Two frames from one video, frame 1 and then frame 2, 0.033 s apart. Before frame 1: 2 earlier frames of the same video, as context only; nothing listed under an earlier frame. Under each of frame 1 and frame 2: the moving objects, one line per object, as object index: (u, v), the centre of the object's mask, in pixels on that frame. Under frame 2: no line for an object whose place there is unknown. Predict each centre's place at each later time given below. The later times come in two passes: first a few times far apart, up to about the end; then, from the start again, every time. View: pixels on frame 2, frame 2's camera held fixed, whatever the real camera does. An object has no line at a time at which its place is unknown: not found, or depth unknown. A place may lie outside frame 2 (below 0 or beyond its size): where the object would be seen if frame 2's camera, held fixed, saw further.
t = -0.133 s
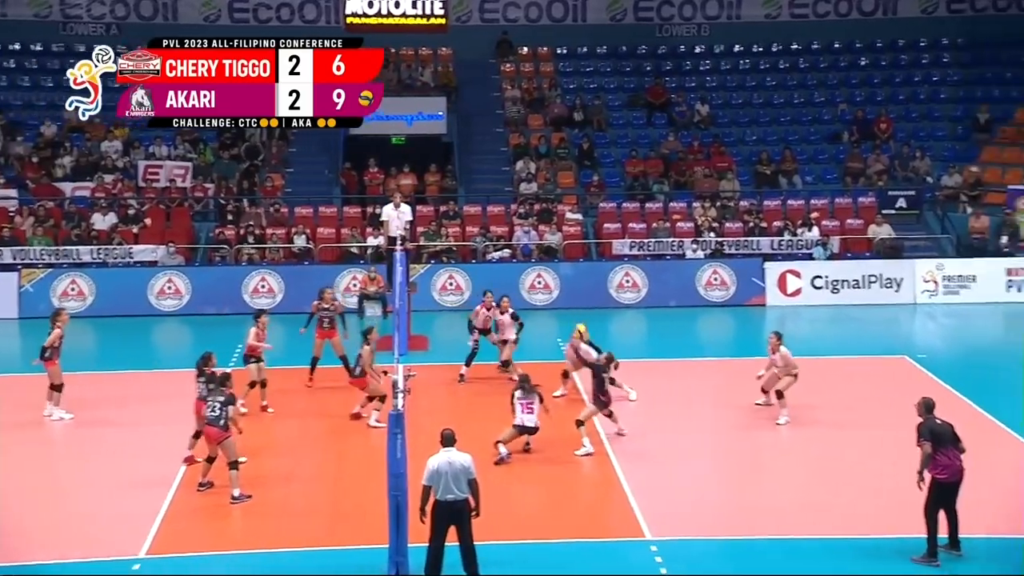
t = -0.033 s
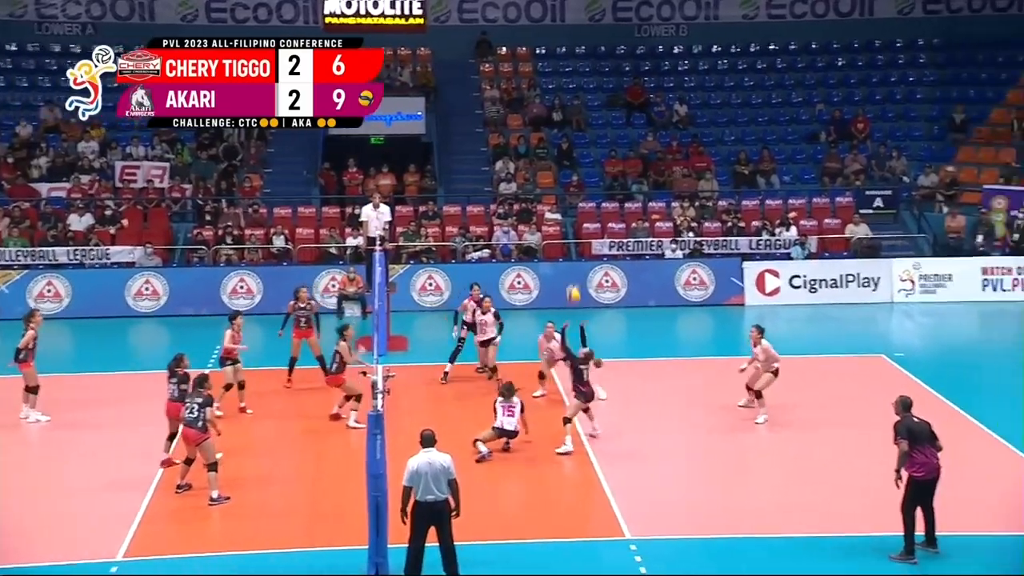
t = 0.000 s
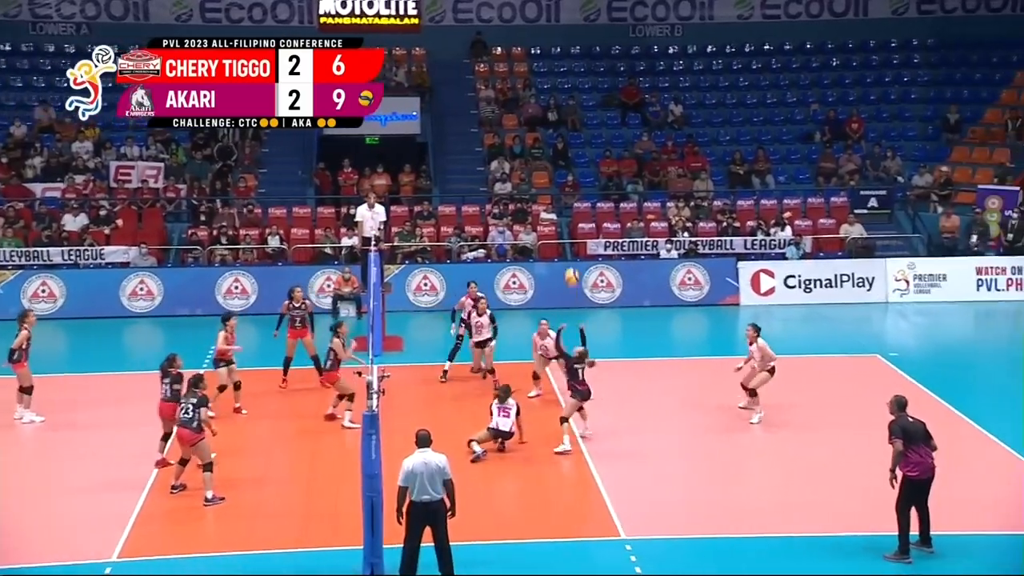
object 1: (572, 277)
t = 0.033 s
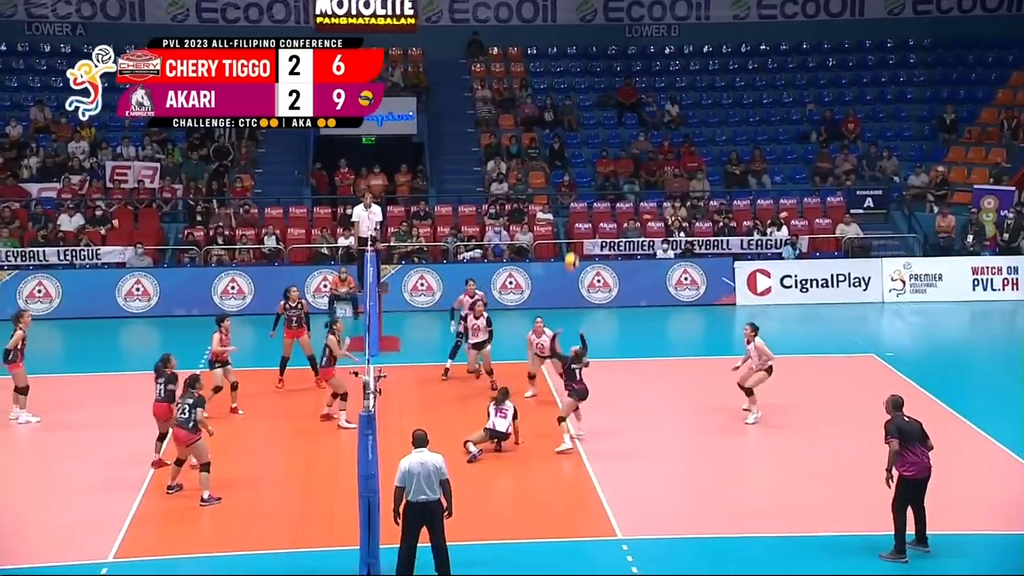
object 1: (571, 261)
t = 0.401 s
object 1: (607, 139)
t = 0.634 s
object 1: (629, 109)
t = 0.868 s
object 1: (652, 118)
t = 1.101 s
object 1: (673, 164)
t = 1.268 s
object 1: (687, 220)
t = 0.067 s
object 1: (574, 246)
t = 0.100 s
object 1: (577, 231)
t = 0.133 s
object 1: (582, 218)
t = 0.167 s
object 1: (584, 206)
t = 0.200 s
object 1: (588, 194)
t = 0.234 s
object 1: (591, 183)
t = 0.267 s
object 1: (594, 172)
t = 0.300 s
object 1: (597, 163)
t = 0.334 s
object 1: (600, 155)
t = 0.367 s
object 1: (603, 146)
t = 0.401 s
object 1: (607, 139)
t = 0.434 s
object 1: (610, 132)
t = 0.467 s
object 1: (613, 126)
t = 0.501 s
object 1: (617, 121)
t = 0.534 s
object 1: (620, 117)
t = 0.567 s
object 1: (623, 114)
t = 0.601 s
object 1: (626, 111)
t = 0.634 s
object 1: (629, 109)
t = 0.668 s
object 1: (633, 108)
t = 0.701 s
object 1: (636, 108)
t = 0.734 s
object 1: (639, 108)
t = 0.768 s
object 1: (642, 110)
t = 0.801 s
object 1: (645, 111)
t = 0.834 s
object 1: (649, 114)
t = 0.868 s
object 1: (652, 118)
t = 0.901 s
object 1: (655, 122)
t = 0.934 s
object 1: (658, 127)
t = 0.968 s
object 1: (661, 134)
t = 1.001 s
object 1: (664, 140)
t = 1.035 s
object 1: (667, 148)
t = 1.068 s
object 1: (671, 156)
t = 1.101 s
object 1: (673, 164)
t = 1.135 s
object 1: (676, 175)
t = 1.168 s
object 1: (678, 185)
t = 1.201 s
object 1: (681, 195)
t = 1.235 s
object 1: (683, 206)
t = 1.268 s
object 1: (687, 220)
